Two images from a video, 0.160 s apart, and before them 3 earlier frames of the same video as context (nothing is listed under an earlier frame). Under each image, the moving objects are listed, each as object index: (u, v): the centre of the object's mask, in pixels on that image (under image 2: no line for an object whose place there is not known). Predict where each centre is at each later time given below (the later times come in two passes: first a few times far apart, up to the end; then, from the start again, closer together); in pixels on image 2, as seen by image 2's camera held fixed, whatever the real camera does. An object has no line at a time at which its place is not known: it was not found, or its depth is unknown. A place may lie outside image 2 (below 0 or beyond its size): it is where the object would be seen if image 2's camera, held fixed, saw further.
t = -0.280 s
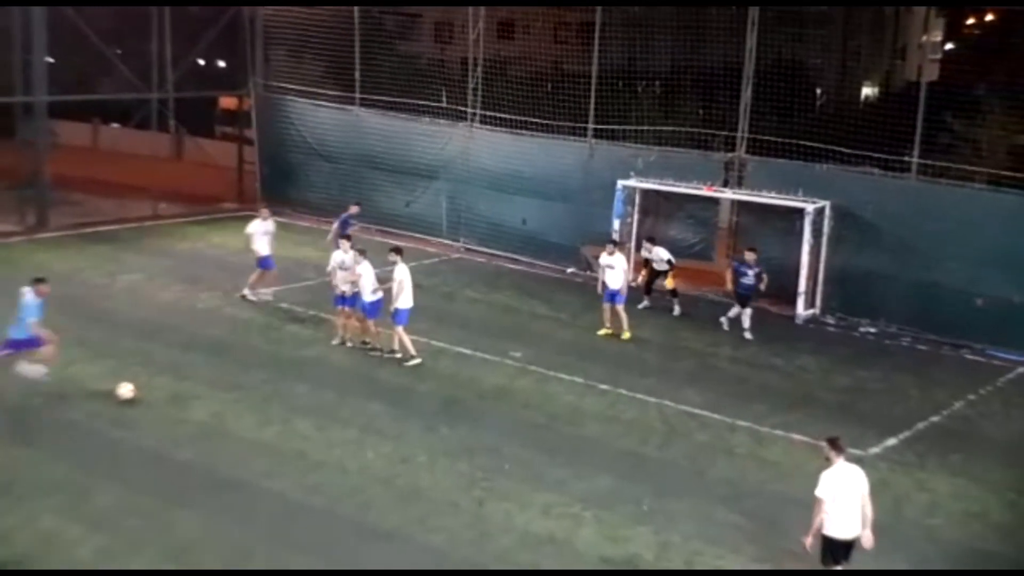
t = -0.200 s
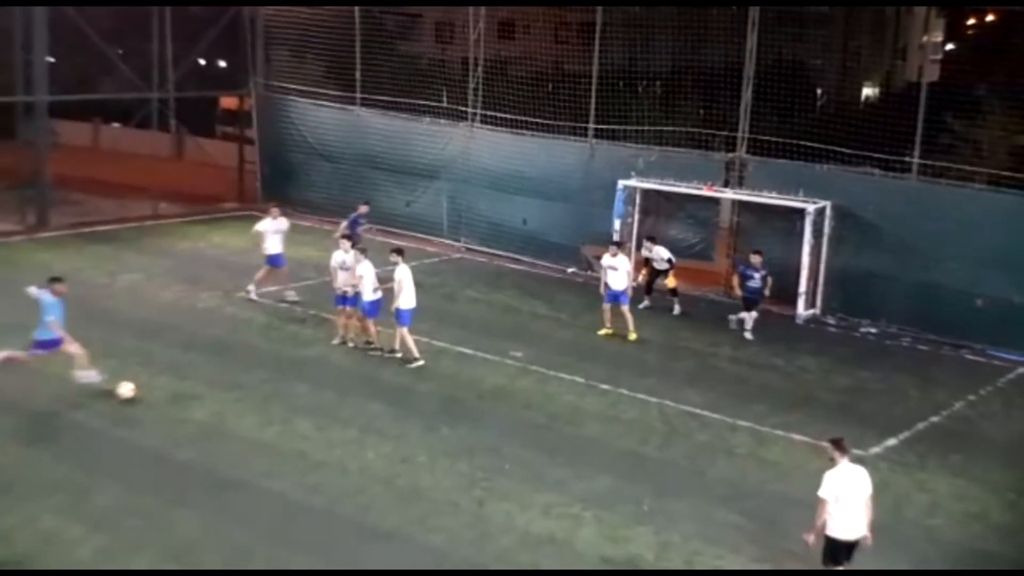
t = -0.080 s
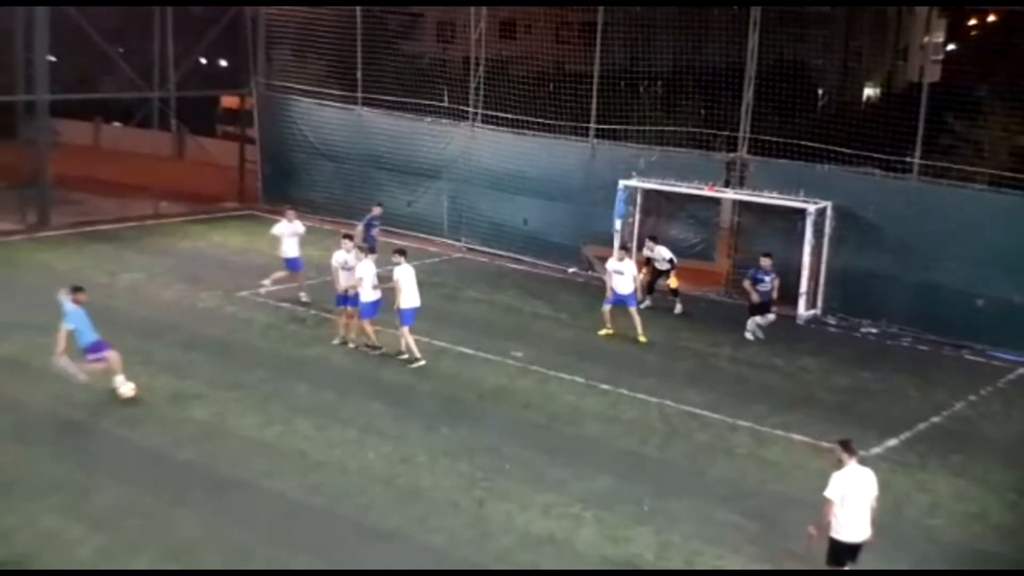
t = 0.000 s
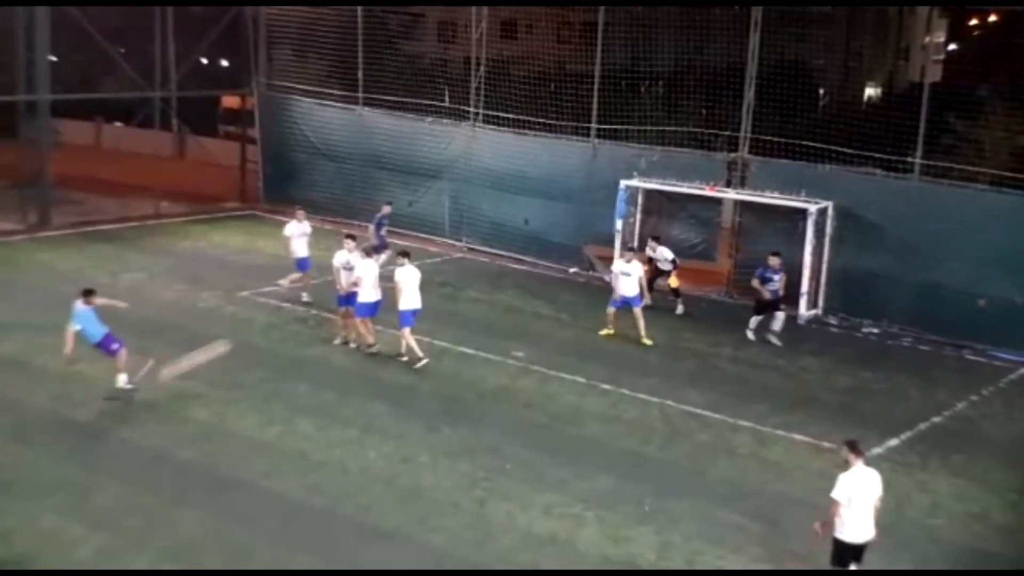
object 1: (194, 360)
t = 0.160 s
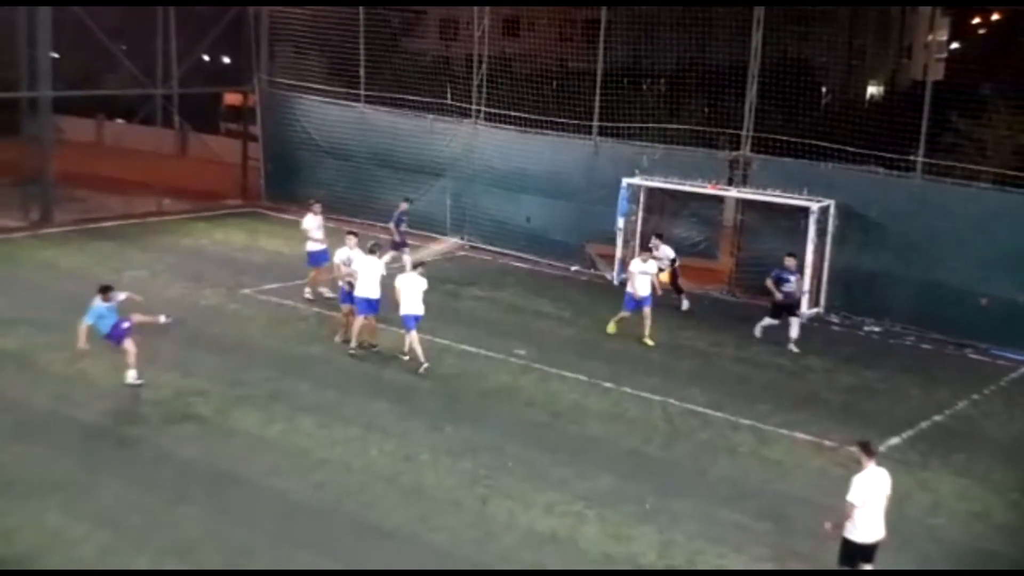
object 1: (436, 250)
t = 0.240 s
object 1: (527, 211)
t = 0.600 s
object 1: (857, 96)
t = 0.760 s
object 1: (860, 107)
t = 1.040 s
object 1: (845, 171)
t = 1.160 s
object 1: (839, 215)
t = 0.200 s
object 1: (483, 229)
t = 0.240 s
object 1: (527, 211)
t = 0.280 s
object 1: (574, 192)
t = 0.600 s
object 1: (857, 96)
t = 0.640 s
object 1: (865, 96)
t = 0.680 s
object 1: (863, 99)
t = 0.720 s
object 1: (862, 102)
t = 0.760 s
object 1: (860, 107)
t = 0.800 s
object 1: (858, 113)
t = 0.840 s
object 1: (857, 120)
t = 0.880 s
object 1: (855, 127)
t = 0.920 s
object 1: (852, 136)
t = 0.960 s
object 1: (850, 147)
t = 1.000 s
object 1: (847, 157)
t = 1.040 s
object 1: (845, 171)
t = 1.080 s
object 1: (843, 184)
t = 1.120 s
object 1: (842, 199)
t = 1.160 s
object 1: (839, 215)
